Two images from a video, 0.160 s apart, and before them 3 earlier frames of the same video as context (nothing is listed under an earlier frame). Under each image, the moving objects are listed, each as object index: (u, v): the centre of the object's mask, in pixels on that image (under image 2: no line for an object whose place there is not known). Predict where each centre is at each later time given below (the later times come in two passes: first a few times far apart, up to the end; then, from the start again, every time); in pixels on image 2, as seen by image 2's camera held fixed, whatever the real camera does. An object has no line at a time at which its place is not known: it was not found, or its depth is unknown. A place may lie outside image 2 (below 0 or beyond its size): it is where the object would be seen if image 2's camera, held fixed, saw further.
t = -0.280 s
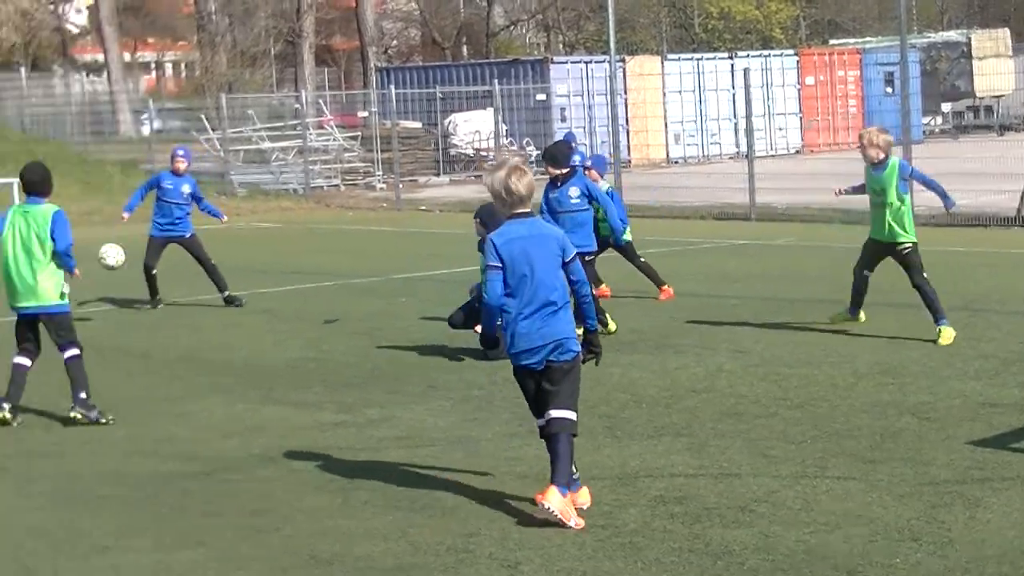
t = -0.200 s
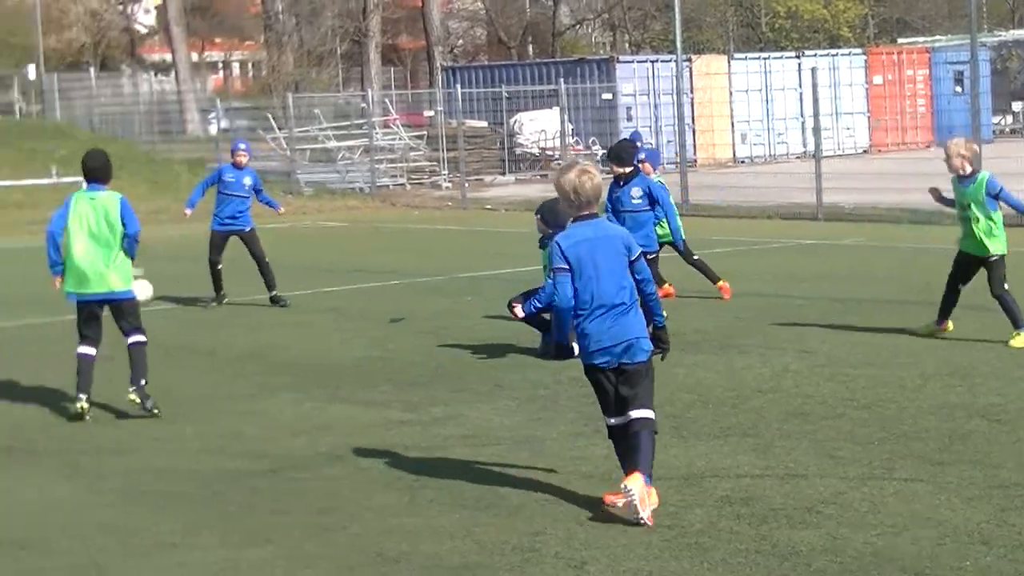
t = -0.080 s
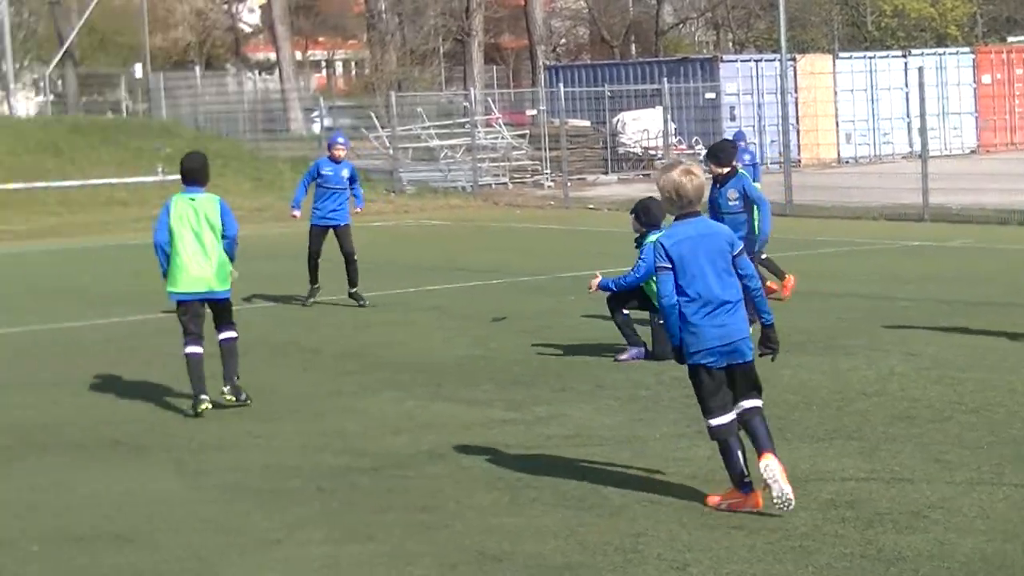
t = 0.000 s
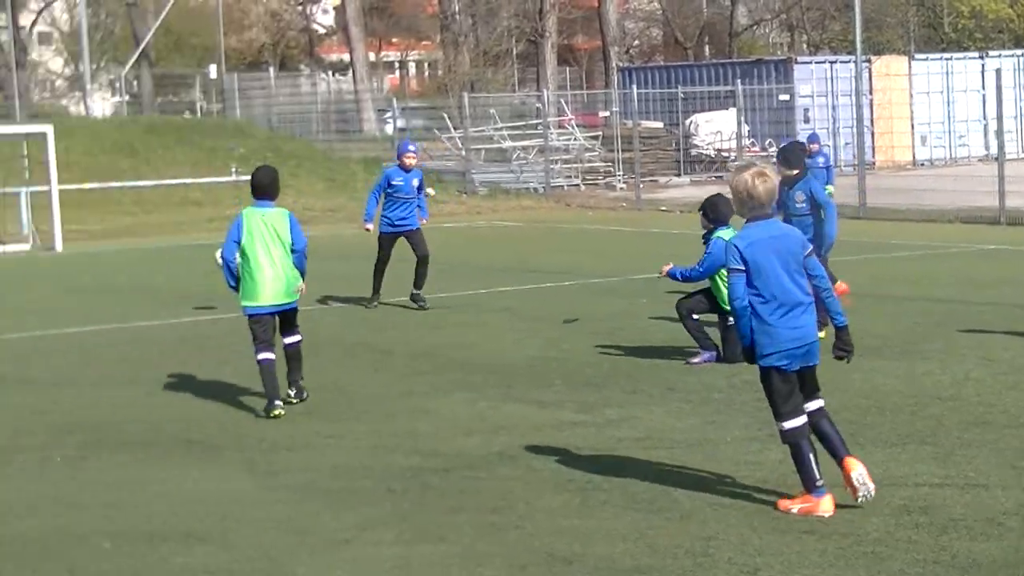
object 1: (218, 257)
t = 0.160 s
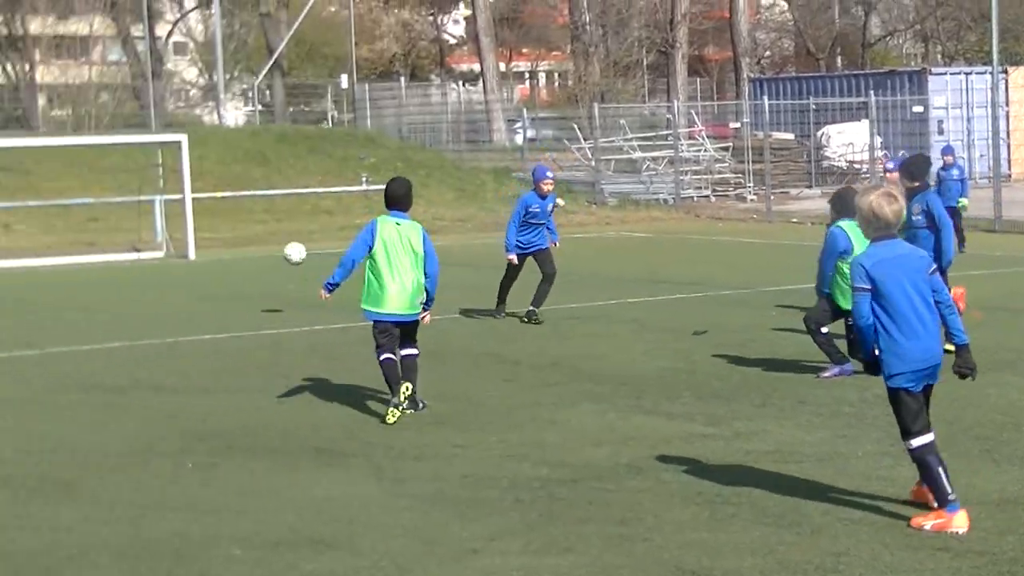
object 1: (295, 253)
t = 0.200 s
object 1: (280, 254)
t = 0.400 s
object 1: (212, 288)
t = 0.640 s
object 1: (140, 268)
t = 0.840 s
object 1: (88, 279)
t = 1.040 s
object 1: (40, 274)
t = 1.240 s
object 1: (-3, 284)
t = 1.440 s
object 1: (-43, 276)
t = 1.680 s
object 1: (-83, 279)
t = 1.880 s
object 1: (-114, 277)
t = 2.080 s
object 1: (-142, 273)
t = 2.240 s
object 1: (-163, 270)
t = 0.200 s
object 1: (280, 254)
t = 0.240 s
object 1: (265, 257)
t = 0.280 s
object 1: (251, 262)
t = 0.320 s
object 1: (238, 269)
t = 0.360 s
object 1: (224, 278)
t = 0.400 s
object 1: (212, 288)
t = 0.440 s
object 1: (200, 299)
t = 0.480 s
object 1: (187, 291)
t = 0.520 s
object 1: (176, 283)
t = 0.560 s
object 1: (163, 276)
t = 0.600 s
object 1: (151, 271)
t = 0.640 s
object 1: (140, 268)
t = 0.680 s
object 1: (129, 266)
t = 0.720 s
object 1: (118, 268)
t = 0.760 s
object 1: (108, 270)
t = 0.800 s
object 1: (97, 273)
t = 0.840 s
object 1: (88, 279)
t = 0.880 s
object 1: (78, 286)
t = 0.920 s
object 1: (69, 286)
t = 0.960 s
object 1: (59, 280)
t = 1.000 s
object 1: (50, 276)
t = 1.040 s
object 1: (40, 274)
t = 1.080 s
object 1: (32, 273)
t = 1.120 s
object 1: (23, 273)
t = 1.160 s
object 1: (14, 276)
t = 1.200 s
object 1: (5, 278)
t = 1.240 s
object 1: (-3, 284)
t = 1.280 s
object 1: (-11, 282)
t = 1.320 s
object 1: (-19, 278)
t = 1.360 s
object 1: (-26, 276)
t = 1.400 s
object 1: (-34, 276)
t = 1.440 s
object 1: (-43, 276)
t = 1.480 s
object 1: (-48, 279)
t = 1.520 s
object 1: (-55, 281)
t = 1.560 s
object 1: (-62, 280)
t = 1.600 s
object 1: (-70, 278)
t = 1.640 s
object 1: (-77, 279)
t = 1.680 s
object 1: (-83, 279)
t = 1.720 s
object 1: (-90, 278)
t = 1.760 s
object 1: (-96, 276)
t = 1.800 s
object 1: (-102, 276)
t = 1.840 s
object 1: (-109, 276)
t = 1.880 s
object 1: (-114, 277)
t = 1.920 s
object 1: (-120, 275)
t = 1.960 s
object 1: (-126, 274)
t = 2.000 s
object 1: (-132, 274)
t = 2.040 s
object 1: (-137, 275)
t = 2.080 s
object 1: (-142, 273)
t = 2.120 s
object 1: (-148, 273)
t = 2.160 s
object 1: (-153, 273)
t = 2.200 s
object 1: (-158, 271)
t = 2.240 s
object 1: (-163, 270)
